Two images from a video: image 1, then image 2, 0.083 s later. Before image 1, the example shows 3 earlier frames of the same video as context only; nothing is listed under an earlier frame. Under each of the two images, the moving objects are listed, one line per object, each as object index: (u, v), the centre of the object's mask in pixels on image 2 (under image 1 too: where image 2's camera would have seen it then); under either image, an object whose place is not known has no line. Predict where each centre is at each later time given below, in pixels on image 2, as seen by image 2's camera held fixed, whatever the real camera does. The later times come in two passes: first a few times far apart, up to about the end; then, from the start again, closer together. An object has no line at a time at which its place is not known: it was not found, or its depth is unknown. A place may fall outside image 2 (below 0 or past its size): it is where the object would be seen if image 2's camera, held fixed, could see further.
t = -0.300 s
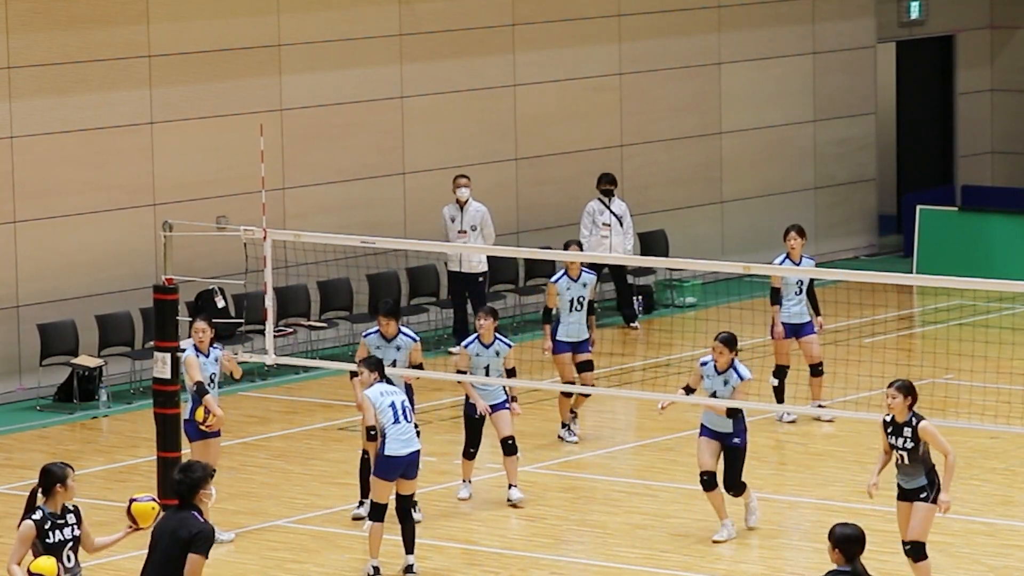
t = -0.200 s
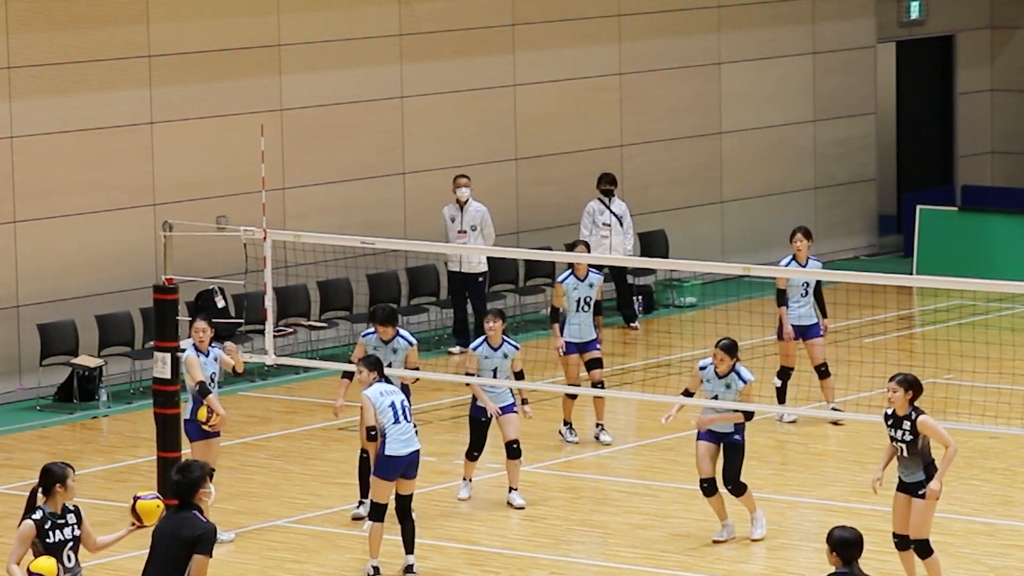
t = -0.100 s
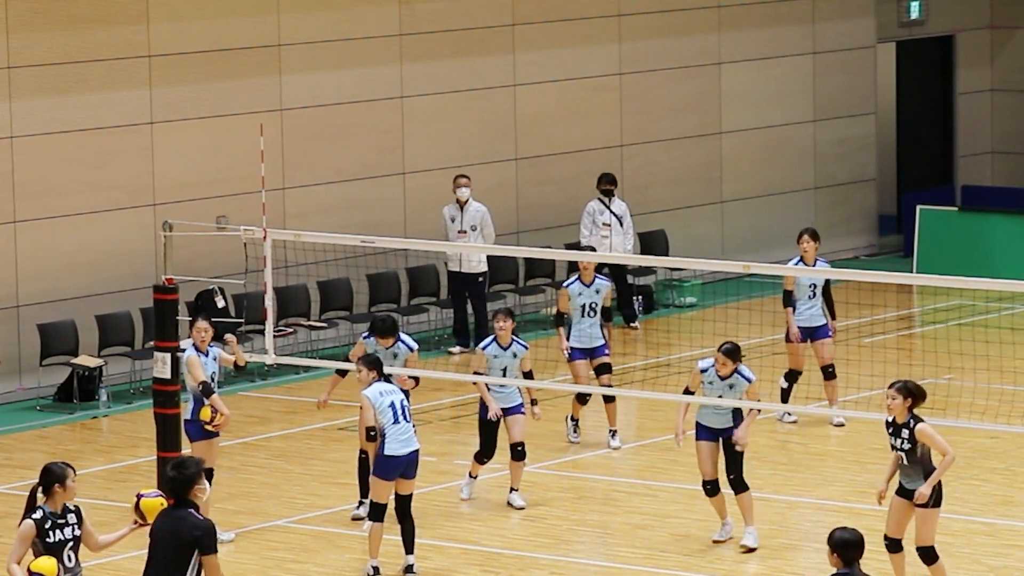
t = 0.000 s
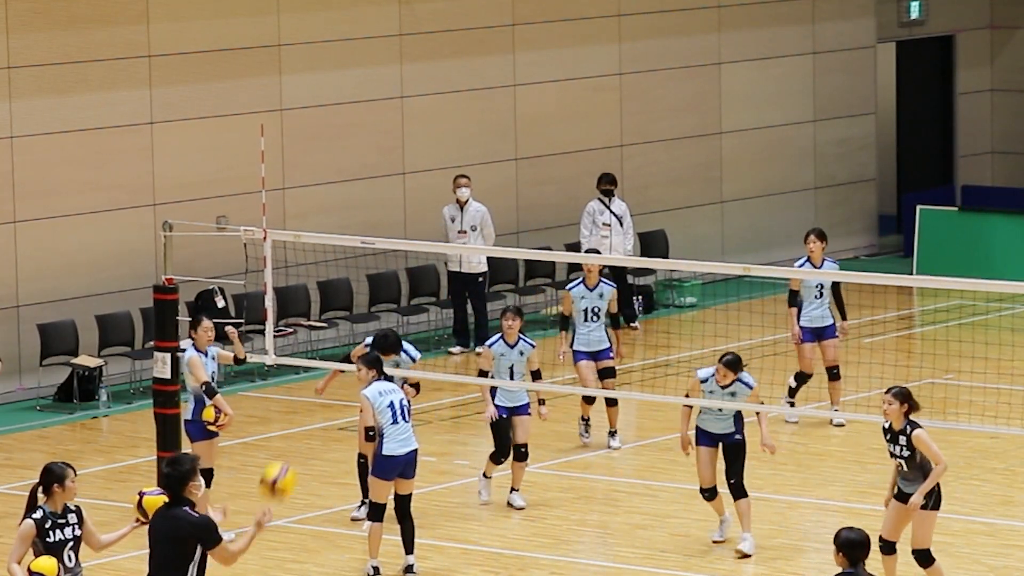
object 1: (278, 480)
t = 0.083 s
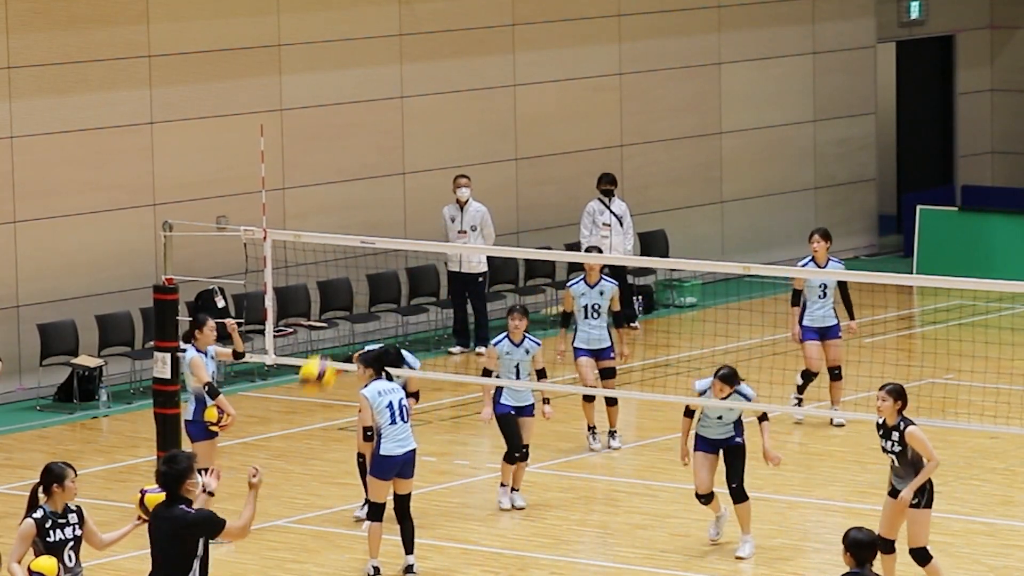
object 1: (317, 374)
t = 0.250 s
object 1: (391, 203)
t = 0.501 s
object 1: (496, 44)
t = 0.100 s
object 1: (325, 355)
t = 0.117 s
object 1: (332, 337)
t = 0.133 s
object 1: (340, 318)
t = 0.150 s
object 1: (348, 301)
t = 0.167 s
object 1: (355, 284)
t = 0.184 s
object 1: (362, 267)
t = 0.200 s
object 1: (369, 251)
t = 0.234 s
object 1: (384, 218)
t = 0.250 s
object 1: (391, 203)
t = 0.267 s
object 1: (398, 189)
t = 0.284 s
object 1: (405, 176)
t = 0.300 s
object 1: (413, 162)
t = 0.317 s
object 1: (420, 150)
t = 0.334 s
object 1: (427, 138)
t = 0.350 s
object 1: (434, 126)
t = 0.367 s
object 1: (441, 115)
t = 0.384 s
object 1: (448, 105)
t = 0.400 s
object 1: (455, 95)
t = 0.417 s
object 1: (462, 85)
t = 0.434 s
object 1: (469, 76)
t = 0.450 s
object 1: (476, 67)
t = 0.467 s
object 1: (483, 59)
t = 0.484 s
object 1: (490, 51)
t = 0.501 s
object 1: (496, 44)
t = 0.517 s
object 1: (503, 37)
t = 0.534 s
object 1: (510, 31)
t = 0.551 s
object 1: (516, 25)
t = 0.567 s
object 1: (524, 20)
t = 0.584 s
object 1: (530, 15)
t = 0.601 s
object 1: (536, 13)
